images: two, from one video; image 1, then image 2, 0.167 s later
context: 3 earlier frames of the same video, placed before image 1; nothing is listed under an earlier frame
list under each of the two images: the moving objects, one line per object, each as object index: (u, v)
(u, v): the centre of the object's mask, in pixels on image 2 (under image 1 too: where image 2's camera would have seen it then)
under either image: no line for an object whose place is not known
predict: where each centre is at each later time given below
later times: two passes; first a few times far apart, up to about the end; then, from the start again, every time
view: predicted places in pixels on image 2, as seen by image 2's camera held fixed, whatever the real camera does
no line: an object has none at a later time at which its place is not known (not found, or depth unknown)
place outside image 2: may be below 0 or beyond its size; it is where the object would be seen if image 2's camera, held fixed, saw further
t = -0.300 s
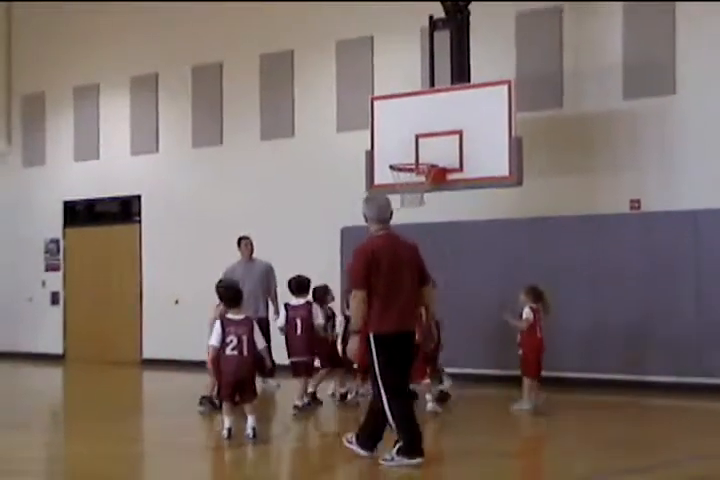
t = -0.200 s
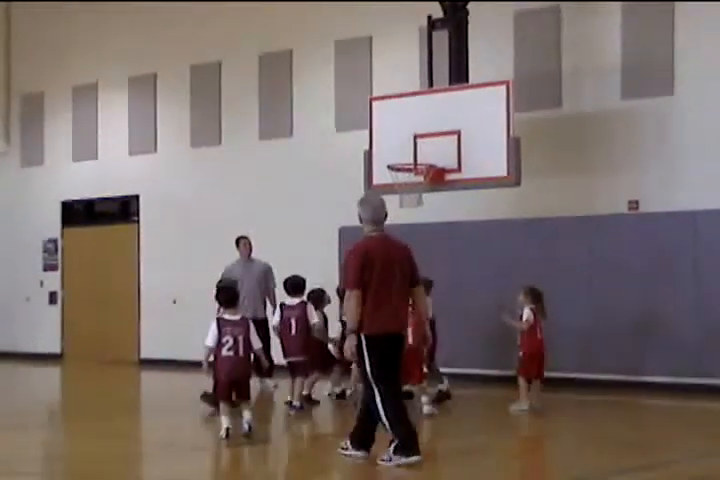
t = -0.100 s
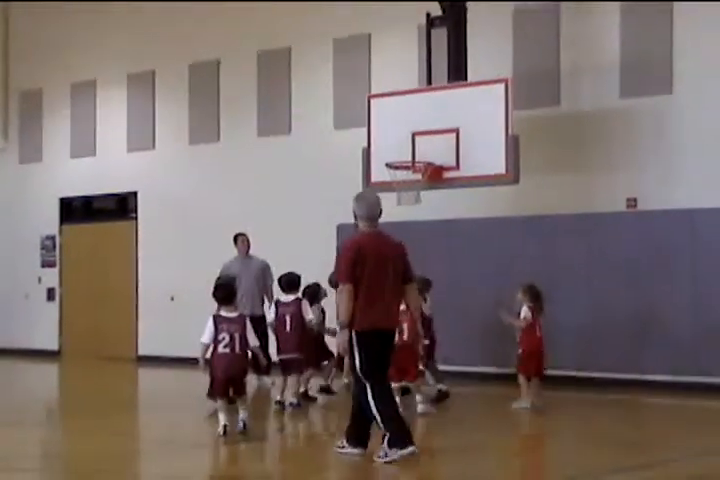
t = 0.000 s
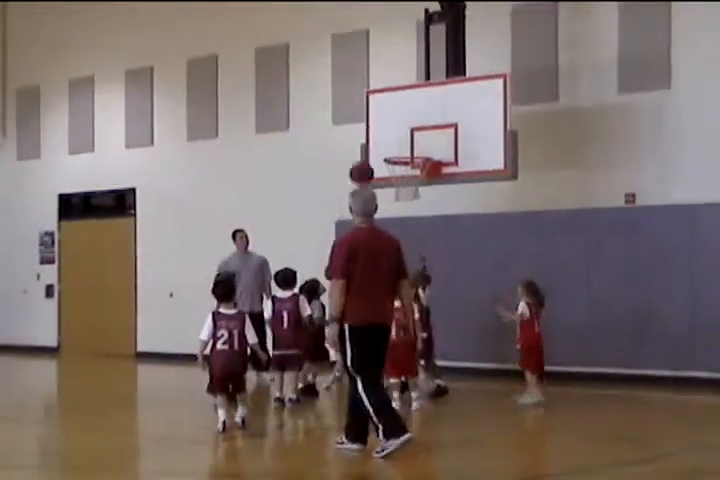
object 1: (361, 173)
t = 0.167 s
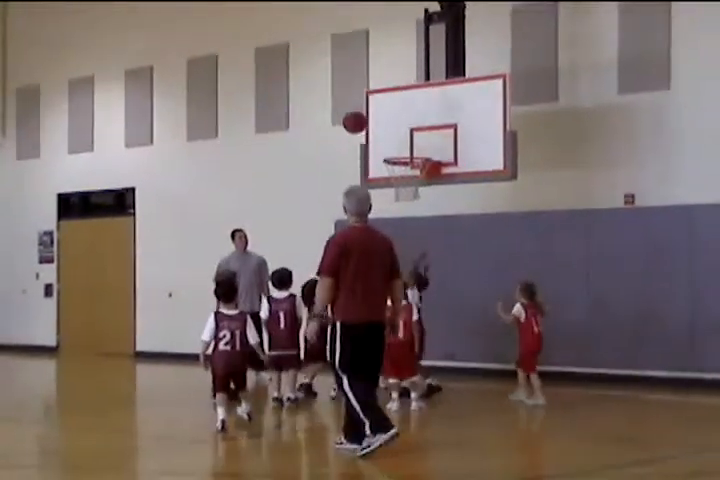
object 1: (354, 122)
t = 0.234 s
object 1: (352, 109)
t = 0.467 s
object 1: (343, 99)
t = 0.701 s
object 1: (335, 137)
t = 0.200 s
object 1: (353, 115)
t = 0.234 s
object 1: (352, 109)
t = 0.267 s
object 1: (351, 105)
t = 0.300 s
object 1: (349, 102)
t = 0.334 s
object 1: (348, 99)
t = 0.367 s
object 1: (347, 97)
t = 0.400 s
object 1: (346, 97)
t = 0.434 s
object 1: (345, 97)
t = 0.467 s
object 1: (343, 99)
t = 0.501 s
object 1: (342, 101)
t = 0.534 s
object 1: (341, 105)
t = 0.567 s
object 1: (340, 109)
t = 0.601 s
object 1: (338, 115)
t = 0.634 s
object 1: (337, 121)
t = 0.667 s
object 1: (336, 129)
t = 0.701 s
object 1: (335, 137)
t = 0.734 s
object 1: (334, 146)
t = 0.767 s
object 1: (333, 156)
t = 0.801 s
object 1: (332, 167)
